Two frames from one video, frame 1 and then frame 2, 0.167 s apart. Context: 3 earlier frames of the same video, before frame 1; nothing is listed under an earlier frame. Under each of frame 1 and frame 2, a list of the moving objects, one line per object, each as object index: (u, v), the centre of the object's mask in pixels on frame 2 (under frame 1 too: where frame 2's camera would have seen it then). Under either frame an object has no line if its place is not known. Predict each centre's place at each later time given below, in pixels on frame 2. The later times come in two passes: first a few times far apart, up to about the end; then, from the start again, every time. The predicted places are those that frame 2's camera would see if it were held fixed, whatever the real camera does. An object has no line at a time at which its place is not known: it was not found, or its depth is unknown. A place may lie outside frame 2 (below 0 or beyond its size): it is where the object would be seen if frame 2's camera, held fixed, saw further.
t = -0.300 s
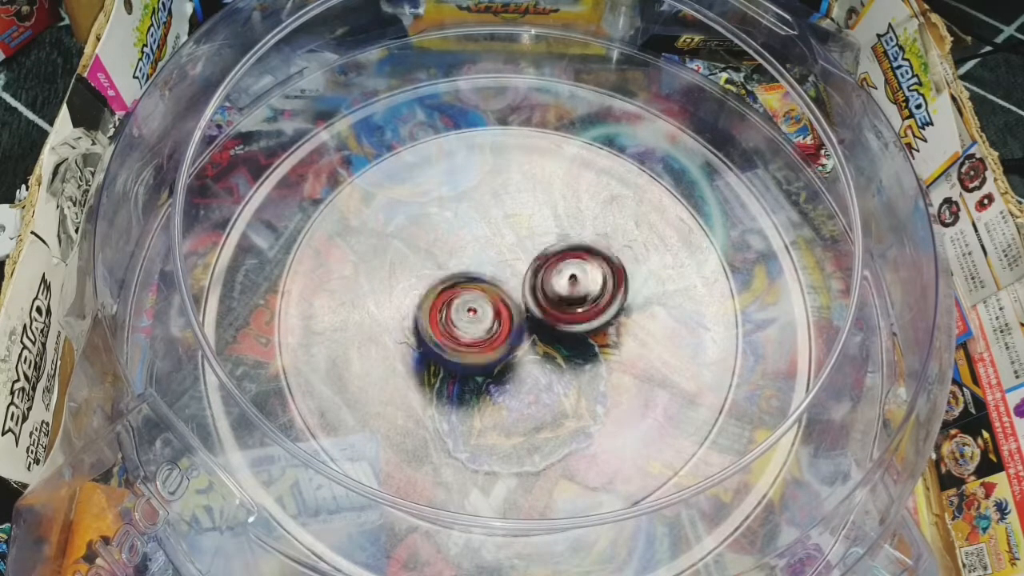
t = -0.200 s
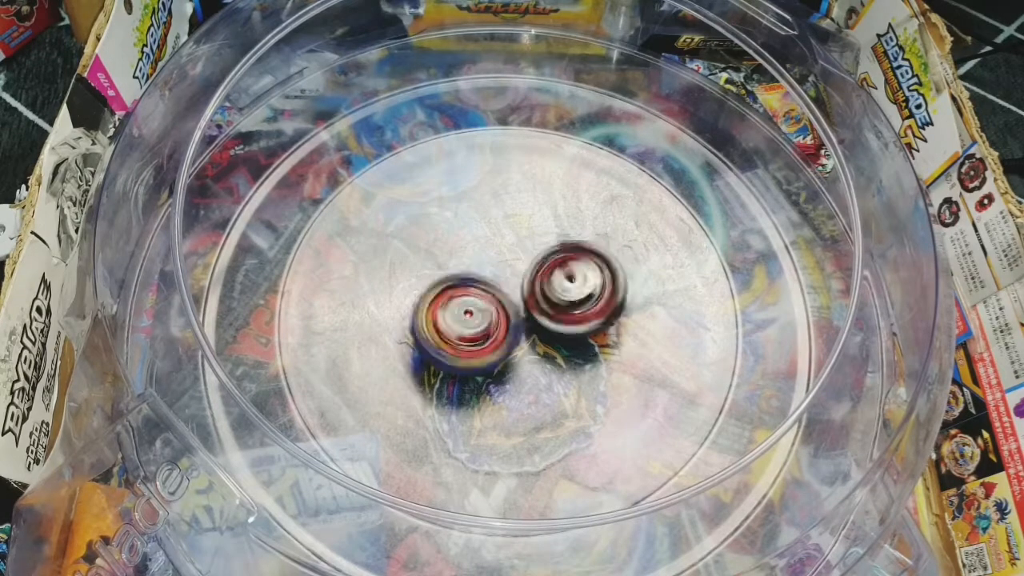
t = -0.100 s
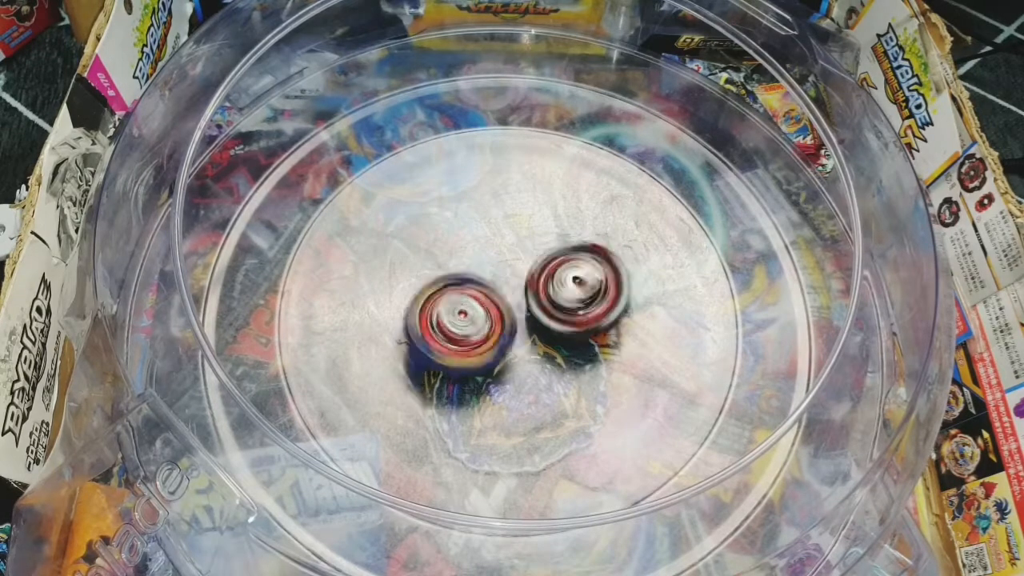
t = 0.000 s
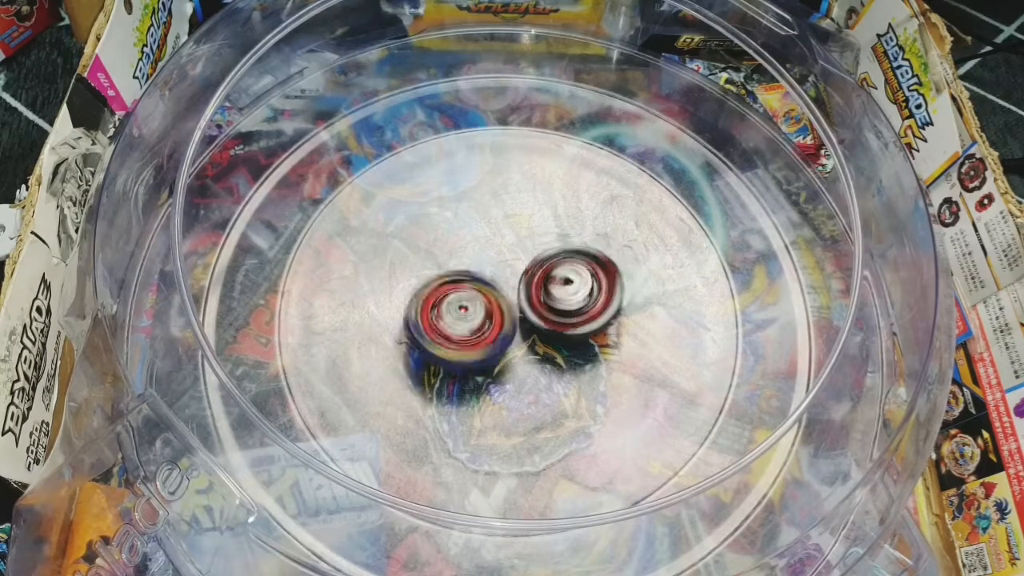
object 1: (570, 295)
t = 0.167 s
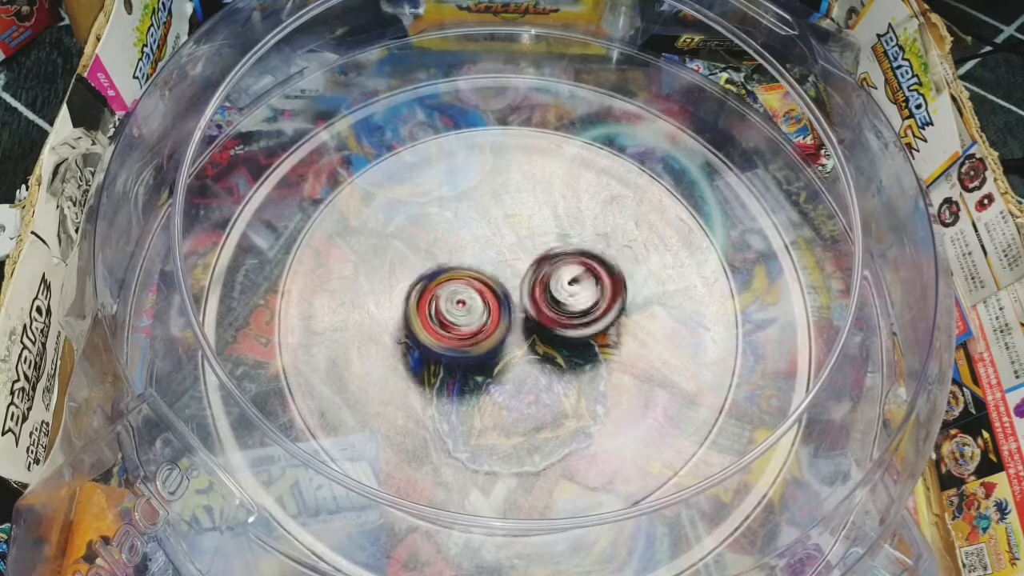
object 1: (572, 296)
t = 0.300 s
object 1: (571, 295)
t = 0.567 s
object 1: (574, 295)
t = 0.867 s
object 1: (579, 297)
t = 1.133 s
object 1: (577, 305)
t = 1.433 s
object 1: (581, 313)
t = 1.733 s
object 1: (582, 315)
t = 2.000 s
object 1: (585, 314)
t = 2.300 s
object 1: (576, 314)
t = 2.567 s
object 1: (575, 311)
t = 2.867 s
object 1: (585, 309)
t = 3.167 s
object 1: (579, 306)
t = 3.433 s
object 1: (575, 308)
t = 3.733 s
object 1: (573, 303)
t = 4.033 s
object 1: (581, 295)
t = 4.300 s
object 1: (580, 287)
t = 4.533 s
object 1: (574, 287)
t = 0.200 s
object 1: (575, 295)
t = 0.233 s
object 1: (574, 294)
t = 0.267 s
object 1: (572, 294)
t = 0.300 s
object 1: (571, 295)
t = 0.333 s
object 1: (570, 296)
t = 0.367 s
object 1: (577, 295)
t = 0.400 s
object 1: (578, 294)
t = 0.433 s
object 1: (577, 294)
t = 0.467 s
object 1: (575, 294)
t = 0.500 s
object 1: (573, 296)
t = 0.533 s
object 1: (576, 296)
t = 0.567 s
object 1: (574, 295)
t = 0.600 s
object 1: (577, 295)
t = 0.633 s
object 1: (575, 294)
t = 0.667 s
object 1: (574, 294)
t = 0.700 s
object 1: (575, 295)
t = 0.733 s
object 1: (575, 296)
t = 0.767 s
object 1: (574, 298)
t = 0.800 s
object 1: (576, 298)
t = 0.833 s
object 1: (581, 297)
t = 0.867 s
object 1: (579, 297)
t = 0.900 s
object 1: (576, 298)
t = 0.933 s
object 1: (575, 299)
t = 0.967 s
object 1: (574, 301)
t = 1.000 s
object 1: (577, 302)
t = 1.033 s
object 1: (580, 304)
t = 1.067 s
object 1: (580, 303)
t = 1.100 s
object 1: (579, 303)
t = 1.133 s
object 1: (577, 305)
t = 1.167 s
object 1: (578, 307)
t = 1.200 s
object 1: (580, 308)
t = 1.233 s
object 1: (580, 308)
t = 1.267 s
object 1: (578, 309)
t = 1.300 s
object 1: (575, 310)
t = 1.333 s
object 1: (578, 312)
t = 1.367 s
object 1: (580, 312)
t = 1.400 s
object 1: (580, 312)
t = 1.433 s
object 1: (581, 313)
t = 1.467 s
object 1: (578, 314)
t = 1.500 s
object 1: (578, 314)
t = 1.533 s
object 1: (577, 315)
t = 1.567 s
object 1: (578, 316)
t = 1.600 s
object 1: (578, 315)
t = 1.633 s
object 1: (582, 316)
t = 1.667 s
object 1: (585, 316)
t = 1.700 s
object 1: (584, 315)
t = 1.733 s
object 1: (582, 315)
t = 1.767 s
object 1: (580, 315)
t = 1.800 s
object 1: (578, 315)
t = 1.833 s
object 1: (577, 316)
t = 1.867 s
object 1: (582, 316)
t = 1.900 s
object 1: (590, 314)
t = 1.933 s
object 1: (589, 313)
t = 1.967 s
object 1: (587, 313)
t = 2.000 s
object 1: (585, 314)
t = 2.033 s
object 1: (581, 313)
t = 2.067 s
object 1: (578, 313)
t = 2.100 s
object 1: (575, 313)
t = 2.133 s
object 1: (575, 314)
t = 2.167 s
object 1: (574, 315)
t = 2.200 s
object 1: (577, 314)
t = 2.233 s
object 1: (576, 313)
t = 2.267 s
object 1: (575, 314)
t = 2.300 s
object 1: (576, 314)
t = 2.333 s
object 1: (575, 313)
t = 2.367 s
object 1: (581, 314)
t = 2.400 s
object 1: (582, 313)
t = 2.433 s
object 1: (580, 313)
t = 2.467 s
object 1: (579, 313)
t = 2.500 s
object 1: (579, 312)
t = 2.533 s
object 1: (576, 312)
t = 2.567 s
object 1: (575, 311)
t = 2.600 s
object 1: (578, 312)
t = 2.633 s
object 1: (574, 310)
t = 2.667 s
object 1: (577, 311)
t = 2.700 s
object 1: (577, 311)
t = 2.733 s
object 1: (579, 311)
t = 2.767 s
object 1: (580, 310)
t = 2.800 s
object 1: (579, 314)
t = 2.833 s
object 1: (578, 309)
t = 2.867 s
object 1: (585, 309)
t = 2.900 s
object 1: (585, 309)
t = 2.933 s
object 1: (585, 308)
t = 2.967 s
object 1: (583, 307)
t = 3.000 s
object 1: (581, 313)
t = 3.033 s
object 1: (581, 307)
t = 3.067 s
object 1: (580, 307)
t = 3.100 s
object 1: (579, 308)
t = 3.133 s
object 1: (578, 307)
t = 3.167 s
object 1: (579, 306)
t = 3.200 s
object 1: (577, 306)
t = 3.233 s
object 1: (583, 312)
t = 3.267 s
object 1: (585, 312)
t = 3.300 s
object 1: (583, 311)
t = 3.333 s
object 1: (582, 305)
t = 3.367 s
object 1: (581, 306)
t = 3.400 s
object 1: (579, 305)
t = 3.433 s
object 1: (575, 308)
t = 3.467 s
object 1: (574, 306)
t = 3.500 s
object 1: (576, 306)
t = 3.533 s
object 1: (577, 306)
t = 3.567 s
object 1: (575, 305)
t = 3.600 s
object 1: (576, 306)
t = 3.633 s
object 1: (576, 304)
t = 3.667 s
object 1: (575, 304)
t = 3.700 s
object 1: (576, 303)
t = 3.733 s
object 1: (573, 303)
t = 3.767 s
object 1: (574, 302)
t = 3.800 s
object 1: (575, 301)
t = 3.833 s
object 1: (574, 300)
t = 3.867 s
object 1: (575, 300)
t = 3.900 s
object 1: (574, 300)
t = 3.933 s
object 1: (581, 298)
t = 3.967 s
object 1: (581, 297)
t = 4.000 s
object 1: (579, 294)
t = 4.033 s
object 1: (581, 295)
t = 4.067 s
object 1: (577, 293)
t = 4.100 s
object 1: (575, 293)
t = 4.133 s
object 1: (574, 294)
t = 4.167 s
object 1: (575, 292)
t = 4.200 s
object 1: (573, 292)
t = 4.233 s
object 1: (576, 291)
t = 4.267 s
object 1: (574, 291)
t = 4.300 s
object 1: (580, 287)
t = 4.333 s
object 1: (582, 291)
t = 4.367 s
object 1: (582, 289)
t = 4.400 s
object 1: (581, 287)
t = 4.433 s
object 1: (581, 288)
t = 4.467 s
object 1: (577, 286)
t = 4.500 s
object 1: (575, 286)
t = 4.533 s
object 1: (574, 287)
